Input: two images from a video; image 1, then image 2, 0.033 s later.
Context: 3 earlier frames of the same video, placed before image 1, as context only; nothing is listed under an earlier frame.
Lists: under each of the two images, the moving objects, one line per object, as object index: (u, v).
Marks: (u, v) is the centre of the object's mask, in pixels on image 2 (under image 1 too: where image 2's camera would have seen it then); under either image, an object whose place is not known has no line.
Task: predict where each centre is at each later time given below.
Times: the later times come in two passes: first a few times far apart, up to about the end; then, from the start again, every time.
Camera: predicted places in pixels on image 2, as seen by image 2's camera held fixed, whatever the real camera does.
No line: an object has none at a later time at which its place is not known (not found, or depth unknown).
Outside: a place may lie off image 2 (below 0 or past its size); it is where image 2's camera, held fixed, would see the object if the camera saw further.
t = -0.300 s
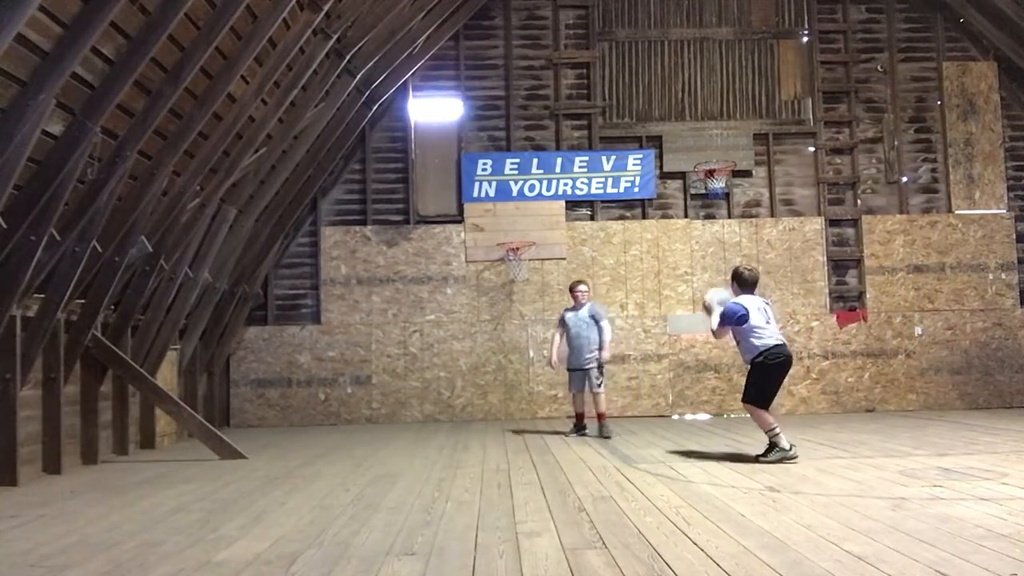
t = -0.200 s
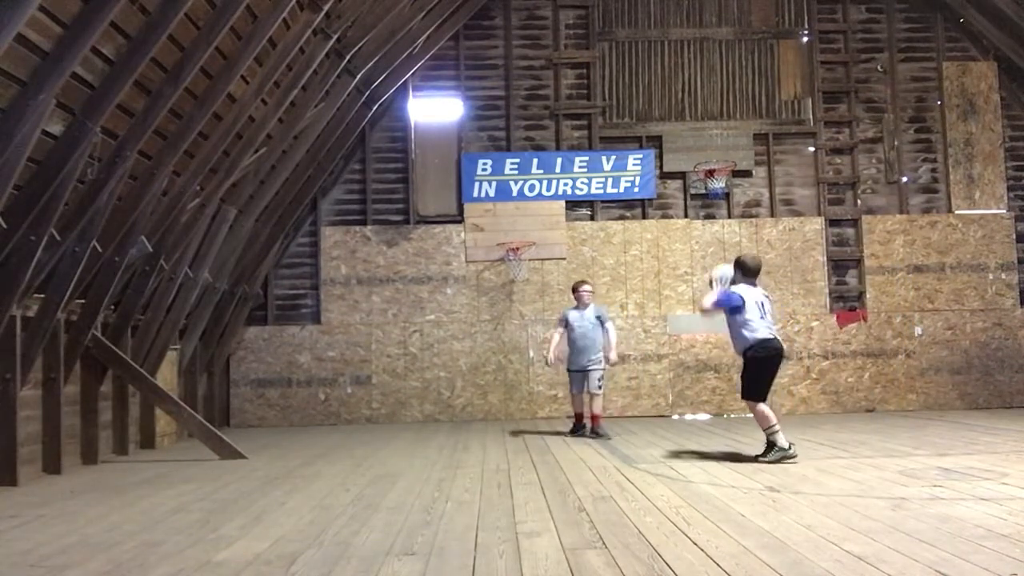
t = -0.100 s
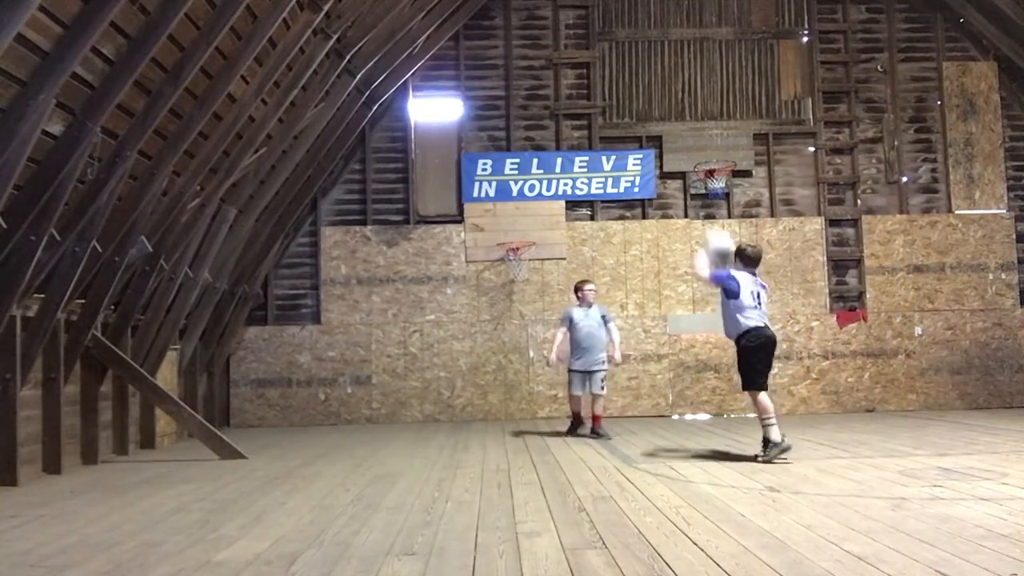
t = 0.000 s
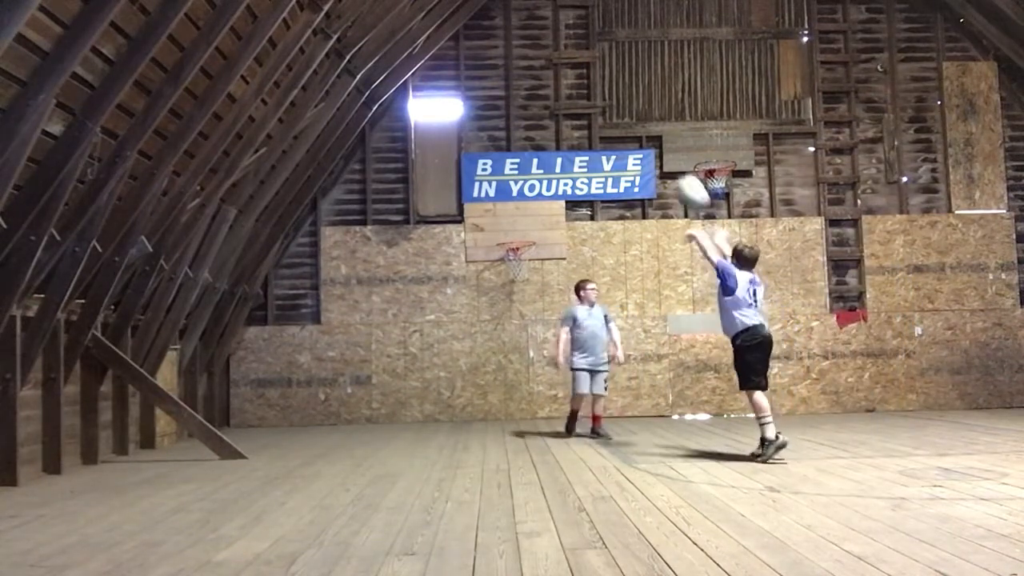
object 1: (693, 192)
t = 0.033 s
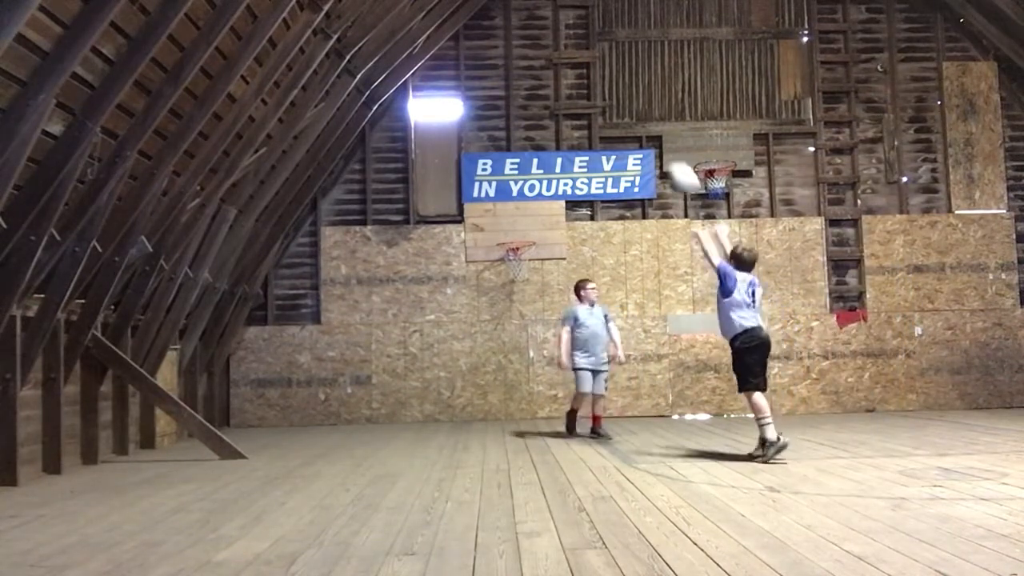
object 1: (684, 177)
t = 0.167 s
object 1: (650, 136)
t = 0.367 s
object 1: (609, 116)
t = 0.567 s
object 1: (572, 140)
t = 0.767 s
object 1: (545, 198)
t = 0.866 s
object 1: (531, 234)
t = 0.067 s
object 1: (675, 164)
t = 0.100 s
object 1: (666, 152)
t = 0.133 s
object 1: (657, 143)
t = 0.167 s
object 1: (650, 136)
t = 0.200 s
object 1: (642, 131)
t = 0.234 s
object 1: (635, 124)
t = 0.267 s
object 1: (628, 120)
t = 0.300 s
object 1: (621, 117)
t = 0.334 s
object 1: (615, 116)
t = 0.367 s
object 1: (609, 116)
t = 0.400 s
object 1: (597, 118)
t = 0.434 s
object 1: (591, 121)
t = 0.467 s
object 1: (587, 124)
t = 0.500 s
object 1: (582, 129)
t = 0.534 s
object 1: (577, 135)
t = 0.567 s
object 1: (572, 140)
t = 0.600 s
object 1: (567, 148)
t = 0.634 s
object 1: (561, 156)
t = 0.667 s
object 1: (557, 164)
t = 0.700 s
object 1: (554, 175)
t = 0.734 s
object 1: (549, 186)
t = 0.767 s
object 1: (545, 198)
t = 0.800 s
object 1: (540, 211)
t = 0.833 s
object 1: (536, 222)
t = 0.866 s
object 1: (531, 234)
